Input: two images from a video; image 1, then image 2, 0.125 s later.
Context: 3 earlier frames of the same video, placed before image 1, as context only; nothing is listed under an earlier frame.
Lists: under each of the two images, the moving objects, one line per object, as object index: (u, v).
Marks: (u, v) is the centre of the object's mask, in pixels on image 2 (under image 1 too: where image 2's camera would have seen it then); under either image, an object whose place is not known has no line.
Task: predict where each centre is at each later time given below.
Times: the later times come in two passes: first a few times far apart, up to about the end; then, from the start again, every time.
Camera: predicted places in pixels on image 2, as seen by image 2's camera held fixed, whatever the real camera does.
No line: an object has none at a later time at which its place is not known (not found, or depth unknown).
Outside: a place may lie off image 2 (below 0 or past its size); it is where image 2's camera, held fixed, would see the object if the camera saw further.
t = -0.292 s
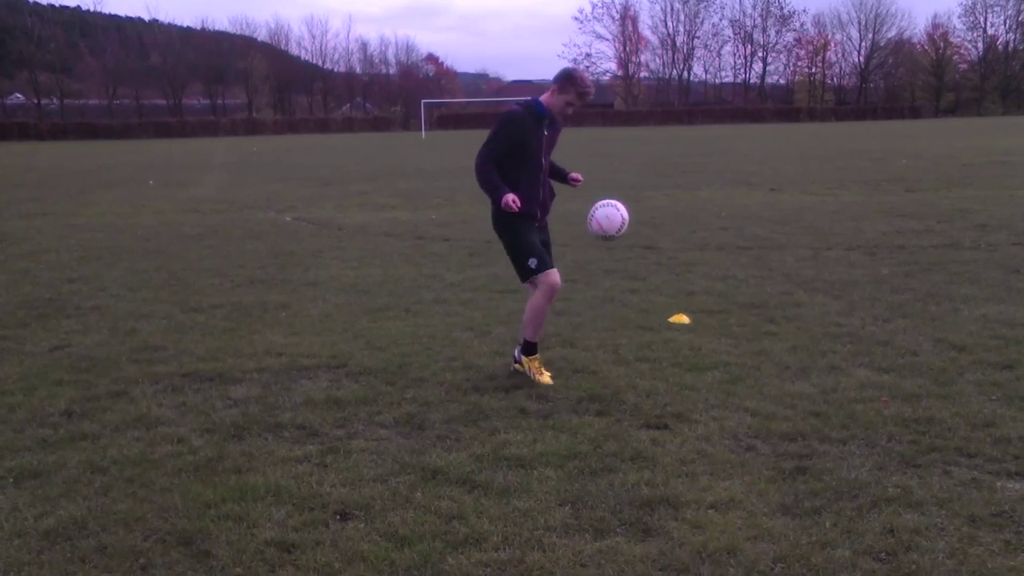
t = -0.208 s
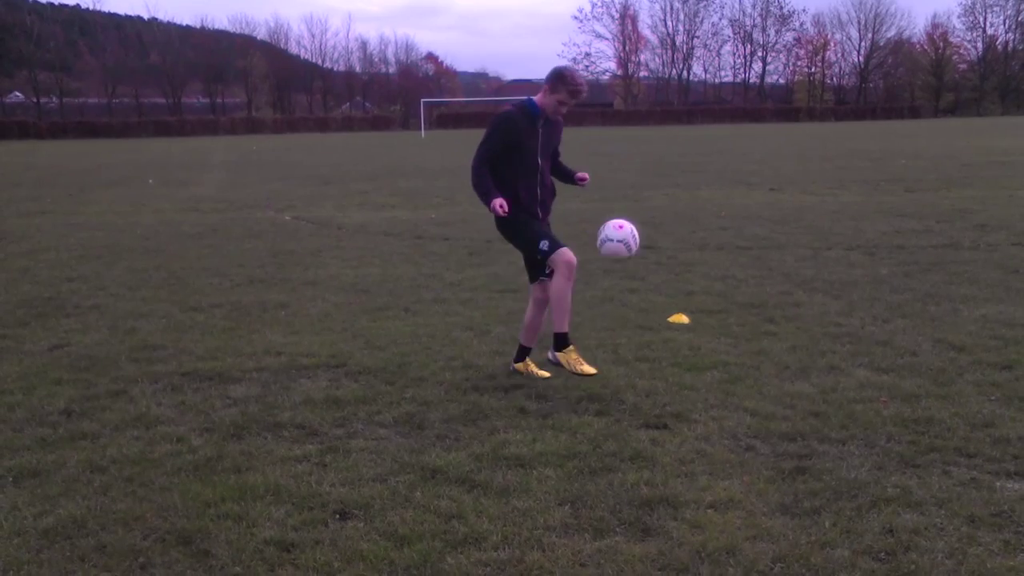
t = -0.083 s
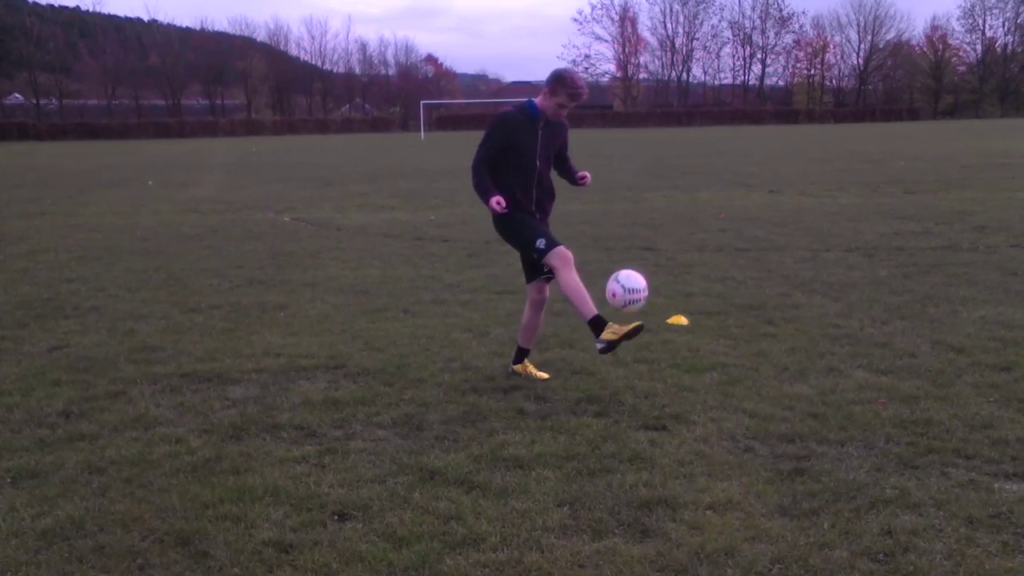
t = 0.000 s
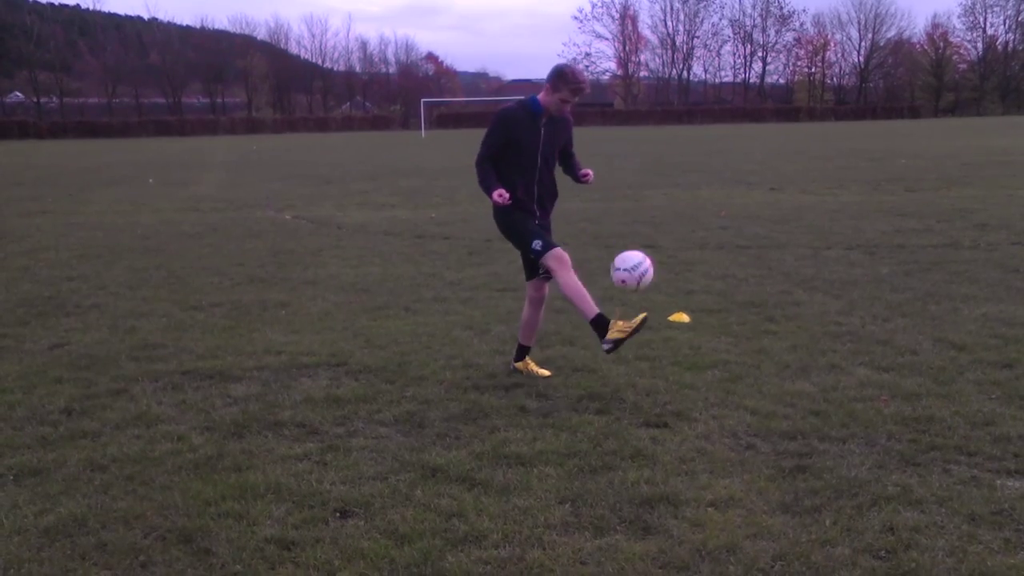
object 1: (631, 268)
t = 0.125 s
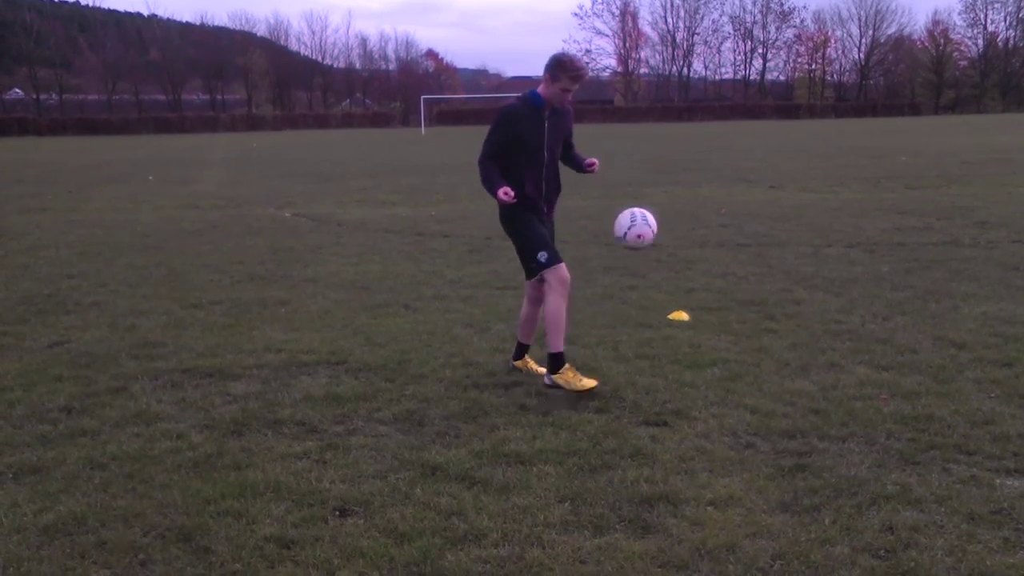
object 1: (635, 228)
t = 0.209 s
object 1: (637, 216)
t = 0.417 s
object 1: (640, 239)
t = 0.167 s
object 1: (636, 220)
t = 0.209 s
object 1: (637, 216)
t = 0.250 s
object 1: (638, 215)
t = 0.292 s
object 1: (639, 216)
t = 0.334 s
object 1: (639, 221)
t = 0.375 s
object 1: (640, 228)
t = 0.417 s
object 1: (640, 239)
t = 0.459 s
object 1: (640, 253)
